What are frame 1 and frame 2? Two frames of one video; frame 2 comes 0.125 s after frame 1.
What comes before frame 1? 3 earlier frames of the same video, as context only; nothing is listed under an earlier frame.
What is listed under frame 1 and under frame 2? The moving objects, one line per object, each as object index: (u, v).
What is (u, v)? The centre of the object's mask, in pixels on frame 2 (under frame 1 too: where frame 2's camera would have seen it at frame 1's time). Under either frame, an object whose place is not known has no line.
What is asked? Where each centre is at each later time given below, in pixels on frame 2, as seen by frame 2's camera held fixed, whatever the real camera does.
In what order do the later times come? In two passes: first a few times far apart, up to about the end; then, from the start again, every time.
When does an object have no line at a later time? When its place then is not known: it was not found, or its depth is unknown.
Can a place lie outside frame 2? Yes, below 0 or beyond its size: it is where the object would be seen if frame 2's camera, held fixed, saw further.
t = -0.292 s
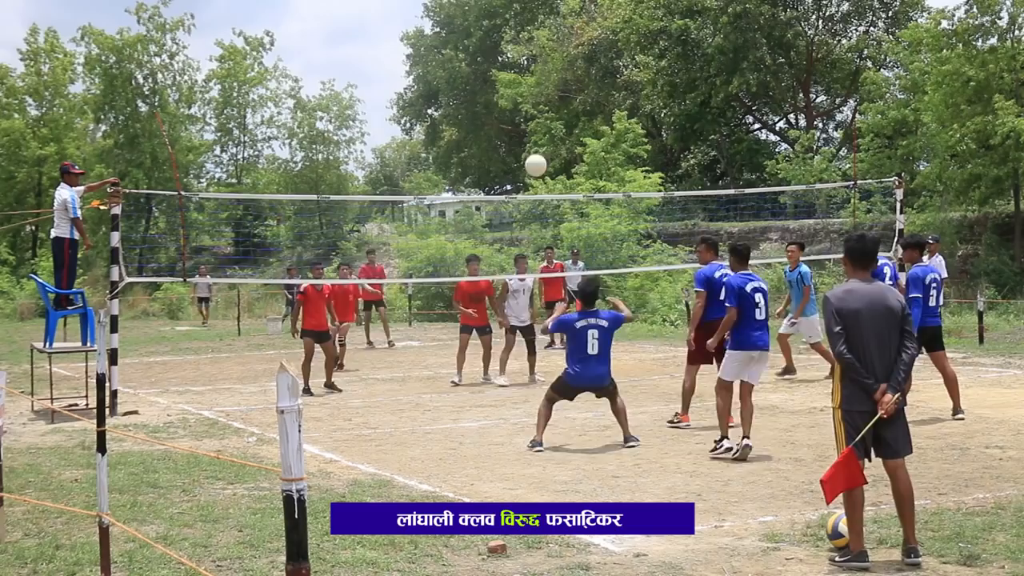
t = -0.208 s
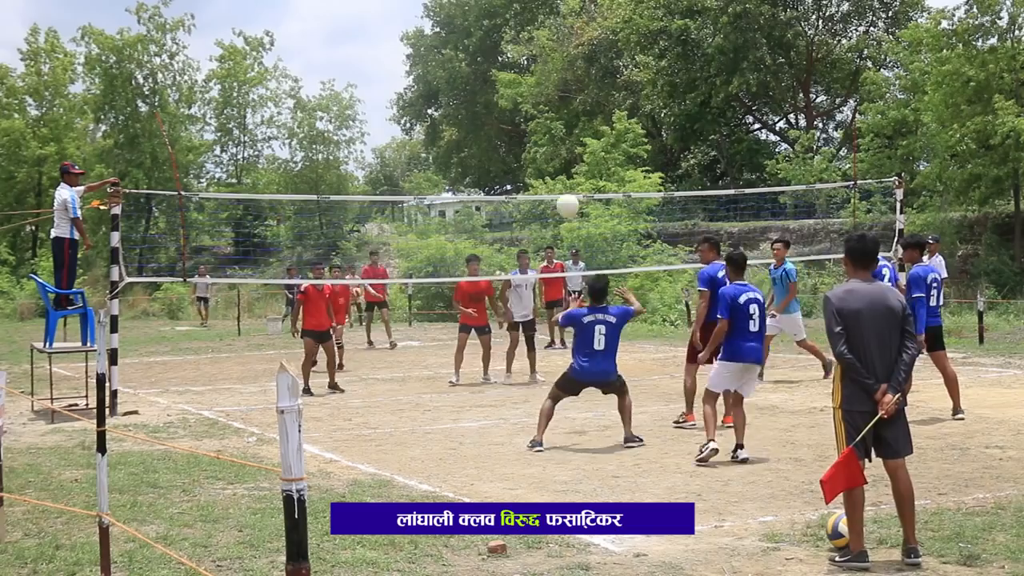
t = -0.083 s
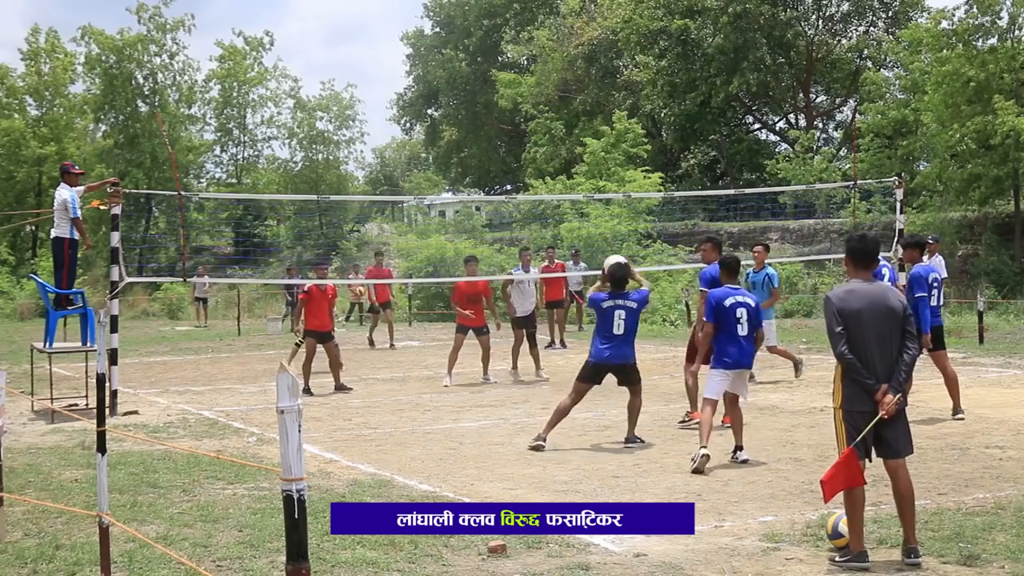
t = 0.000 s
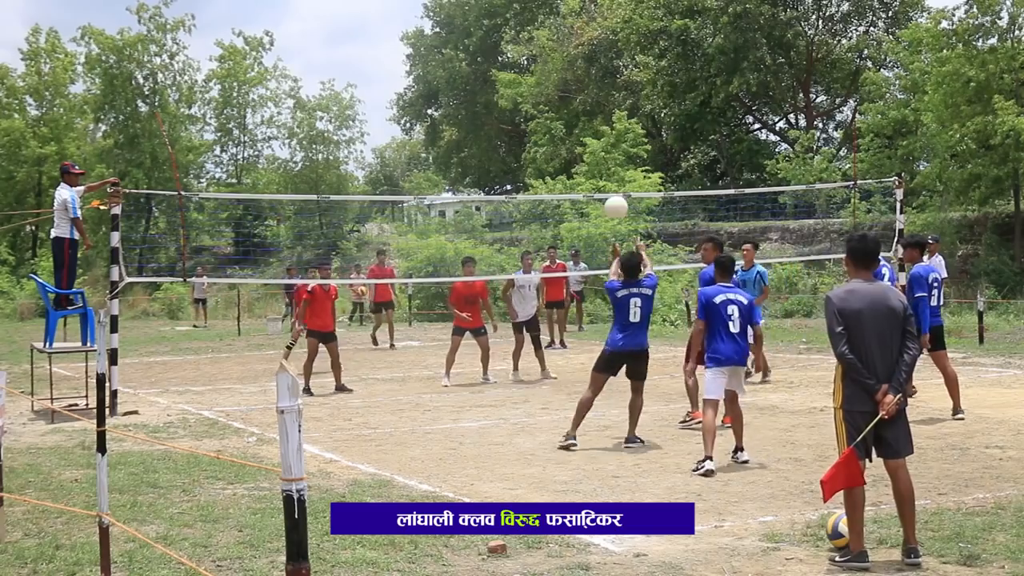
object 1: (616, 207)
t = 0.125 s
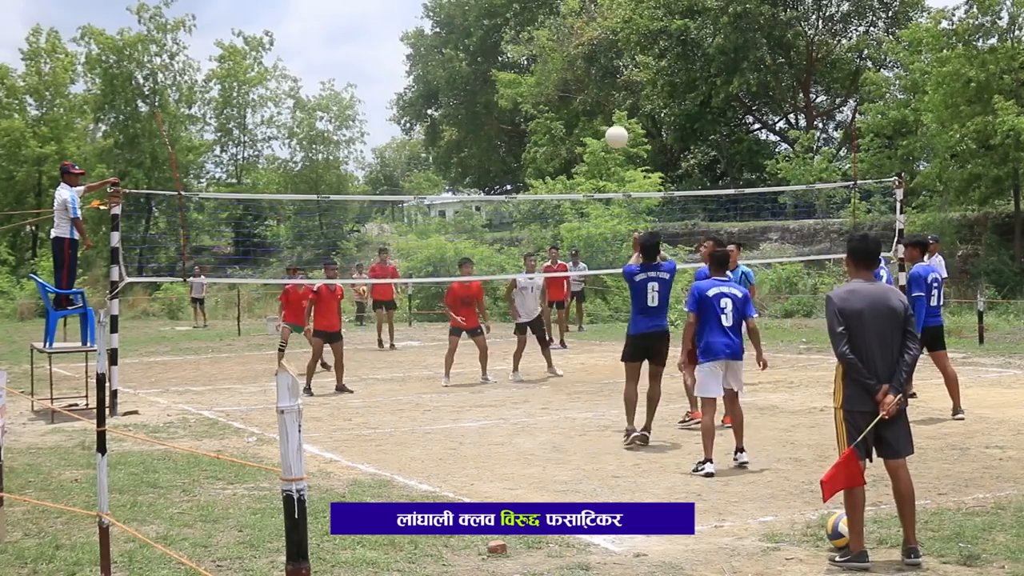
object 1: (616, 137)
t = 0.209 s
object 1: (617, 101)
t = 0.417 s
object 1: (619, 50)
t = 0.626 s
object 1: (622, 44)
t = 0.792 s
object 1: (625, 67)
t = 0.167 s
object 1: (617, 118)
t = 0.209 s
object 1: (617, 101)
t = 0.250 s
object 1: (618, 87)
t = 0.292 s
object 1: (618, 75)
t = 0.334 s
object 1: (618, 65)
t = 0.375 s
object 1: (619, 56)
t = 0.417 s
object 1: (619, 50)
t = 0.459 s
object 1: (620, 45)
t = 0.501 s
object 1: (620, 42)
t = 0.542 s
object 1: (621, 41)
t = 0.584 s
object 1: (621, 42)
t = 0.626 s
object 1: (622, 44)
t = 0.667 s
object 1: (623, 47)
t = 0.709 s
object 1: (623, 53)
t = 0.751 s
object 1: (624, 59)
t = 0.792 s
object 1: (625, 67)
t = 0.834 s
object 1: (625, 77)
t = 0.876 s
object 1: (626, 87)
